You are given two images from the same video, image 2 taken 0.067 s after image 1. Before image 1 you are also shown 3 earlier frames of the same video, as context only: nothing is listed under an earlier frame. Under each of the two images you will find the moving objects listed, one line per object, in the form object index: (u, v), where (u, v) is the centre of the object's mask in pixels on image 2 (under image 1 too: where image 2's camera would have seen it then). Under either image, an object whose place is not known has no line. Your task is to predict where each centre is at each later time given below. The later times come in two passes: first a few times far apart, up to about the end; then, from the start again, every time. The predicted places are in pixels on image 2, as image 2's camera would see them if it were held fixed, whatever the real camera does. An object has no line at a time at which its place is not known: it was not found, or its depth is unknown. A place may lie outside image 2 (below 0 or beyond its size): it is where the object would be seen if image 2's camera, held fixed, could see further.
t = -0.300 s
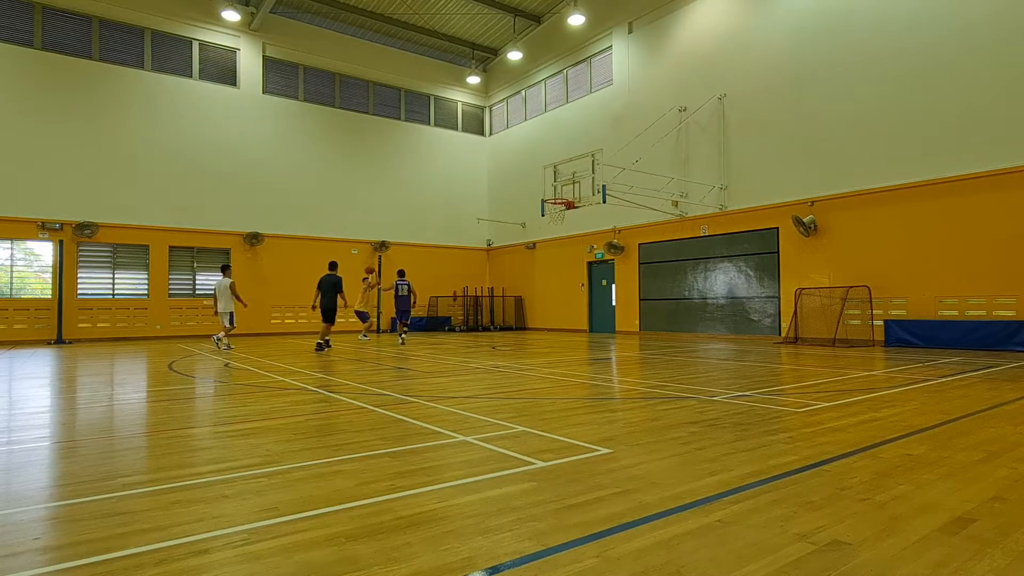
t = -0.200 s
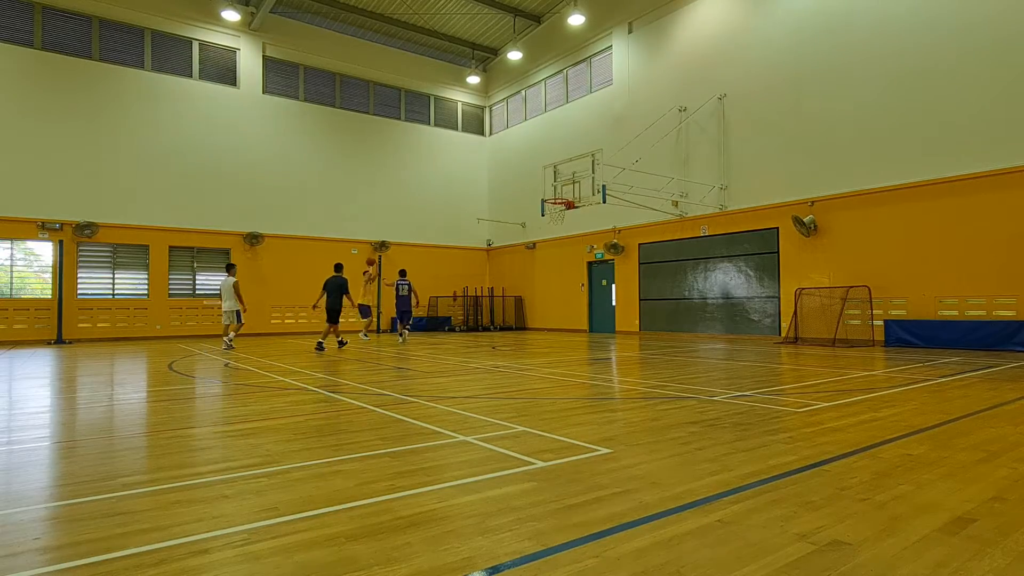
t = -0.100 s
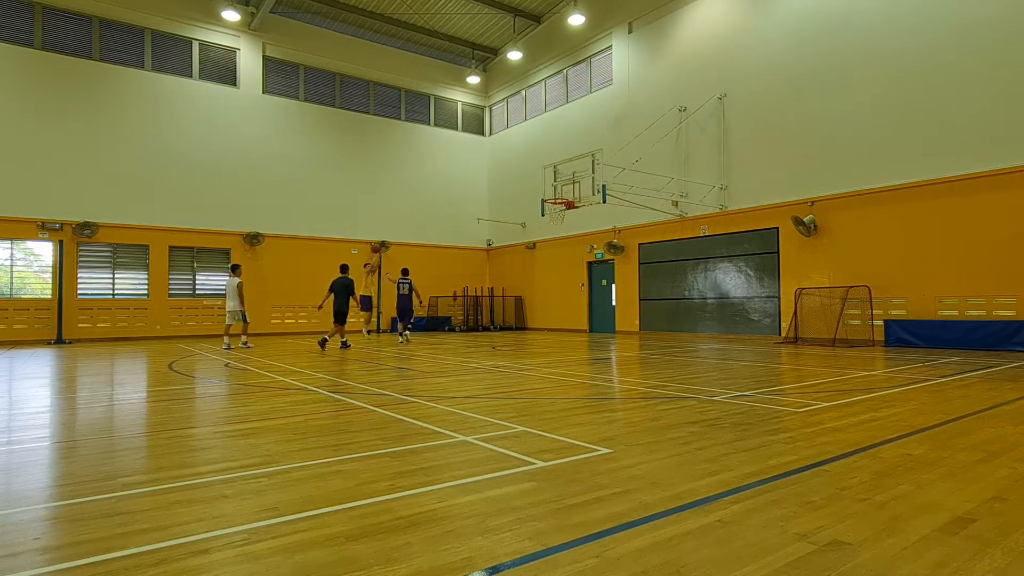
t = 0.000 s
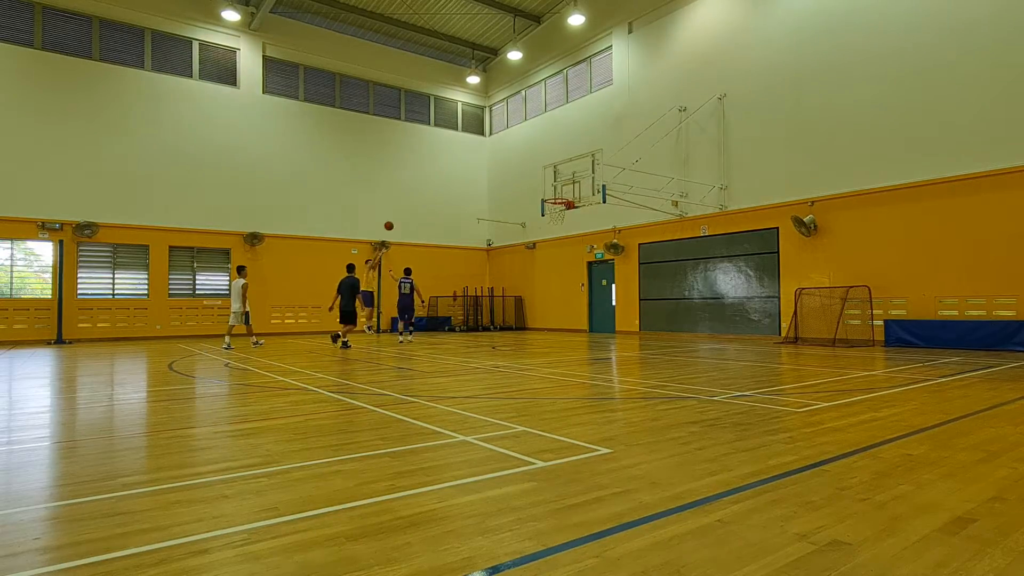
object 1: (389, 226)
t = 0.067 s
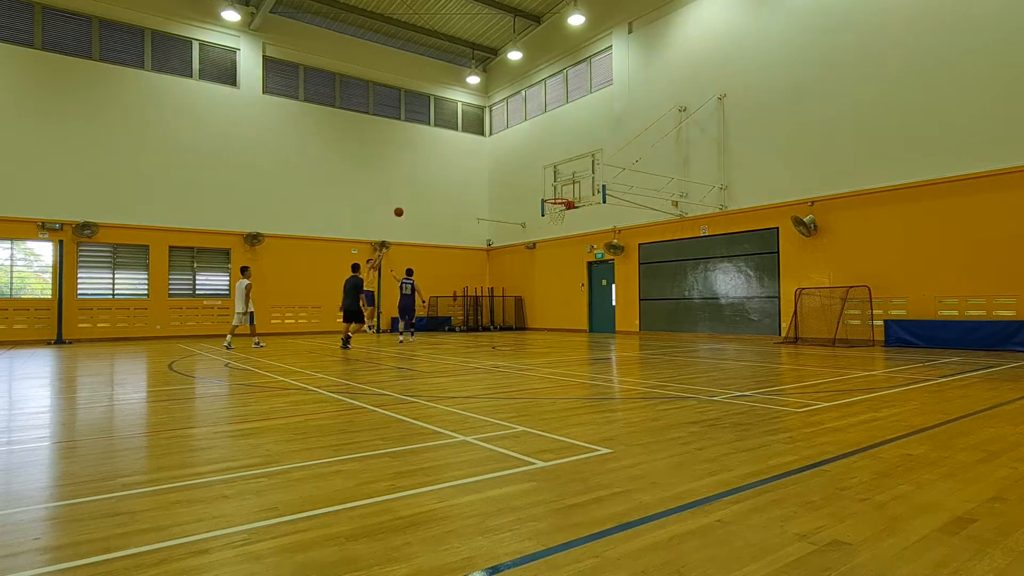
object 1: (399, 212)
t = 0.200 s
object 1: (419, 188)
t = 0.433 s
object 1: (456, 162)
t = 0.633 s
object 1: (492, 155)
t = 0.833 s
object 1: (529, 166)
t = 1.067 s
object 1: (556, 194)
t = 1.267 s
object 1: (555, 210)
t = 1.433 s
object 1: (549, 218)
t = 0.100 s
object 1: (404, 206)
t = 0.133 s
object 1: (409, 200)
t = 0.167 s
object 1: (414, 194)
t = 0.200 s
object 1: (419, 188)
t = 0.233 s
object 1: (424, 183)
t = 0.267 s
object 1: (429, 179)
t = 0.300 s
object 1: (435, 174)
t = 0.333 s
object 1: (440, 171)
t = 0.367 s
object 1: (445, 167)
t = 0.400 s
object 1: (451, 164)
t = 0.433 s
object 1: (456, 162)
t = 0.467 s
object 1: (462, 160)
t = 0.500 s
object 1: (468, 158)
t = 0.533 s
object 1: (474, 157)
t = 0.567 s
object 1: (479, 156)
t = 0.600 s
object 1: (486, 155)
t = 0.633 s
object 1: (492, 155)
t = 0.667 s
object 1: (498, 156)
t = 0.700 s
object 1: (505, 156)
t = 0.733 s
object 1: (510, 158)
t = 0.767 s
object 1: (516, 160)
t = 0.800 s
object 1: (523, 163)
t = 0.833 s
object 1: (529, 166)
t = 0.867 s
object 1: (536, 169)
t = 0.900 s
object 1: (542, 174)
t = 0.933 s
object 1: (549, 178)
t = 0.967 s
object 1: (553, 182)
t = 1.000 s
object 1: (554, 186)
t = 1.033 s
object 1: (555, 190)
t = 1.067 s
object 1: (556, 194)
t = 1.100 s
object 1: (558, 199)
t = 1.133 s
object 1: (559, 205)
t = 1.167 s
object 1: (560, 210)
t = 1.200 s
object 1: (559, 211)
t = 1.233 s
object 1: (557, 210)
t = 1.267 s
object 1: (555, 210)
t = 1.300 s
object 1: (553, 211)
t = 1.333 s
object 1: (552, 212)
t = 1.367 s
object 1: (550, 213)
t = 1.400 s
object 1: (550, 215)
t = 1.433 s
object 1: (549, 218)
